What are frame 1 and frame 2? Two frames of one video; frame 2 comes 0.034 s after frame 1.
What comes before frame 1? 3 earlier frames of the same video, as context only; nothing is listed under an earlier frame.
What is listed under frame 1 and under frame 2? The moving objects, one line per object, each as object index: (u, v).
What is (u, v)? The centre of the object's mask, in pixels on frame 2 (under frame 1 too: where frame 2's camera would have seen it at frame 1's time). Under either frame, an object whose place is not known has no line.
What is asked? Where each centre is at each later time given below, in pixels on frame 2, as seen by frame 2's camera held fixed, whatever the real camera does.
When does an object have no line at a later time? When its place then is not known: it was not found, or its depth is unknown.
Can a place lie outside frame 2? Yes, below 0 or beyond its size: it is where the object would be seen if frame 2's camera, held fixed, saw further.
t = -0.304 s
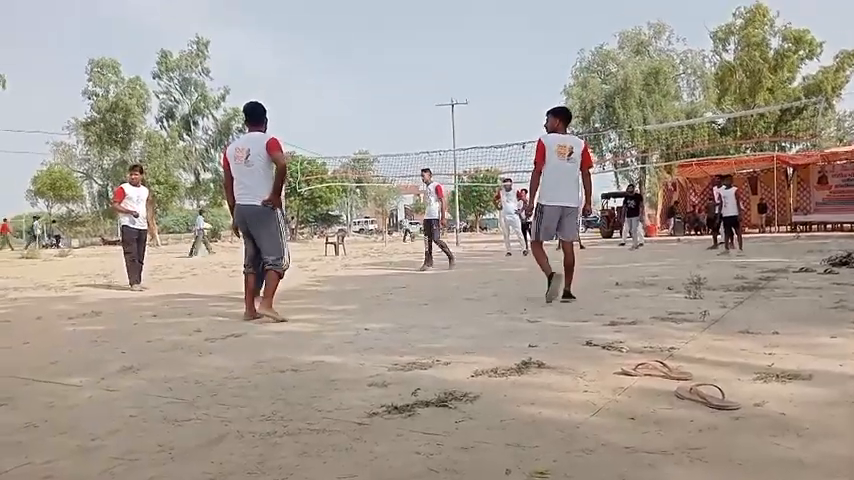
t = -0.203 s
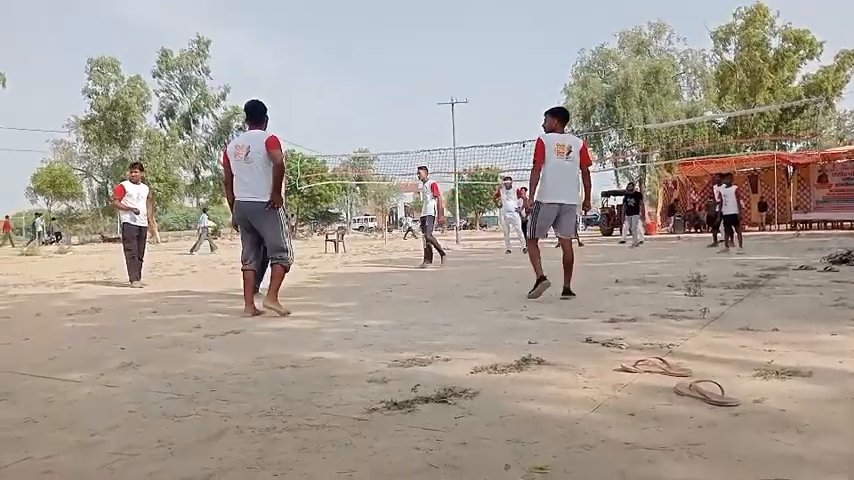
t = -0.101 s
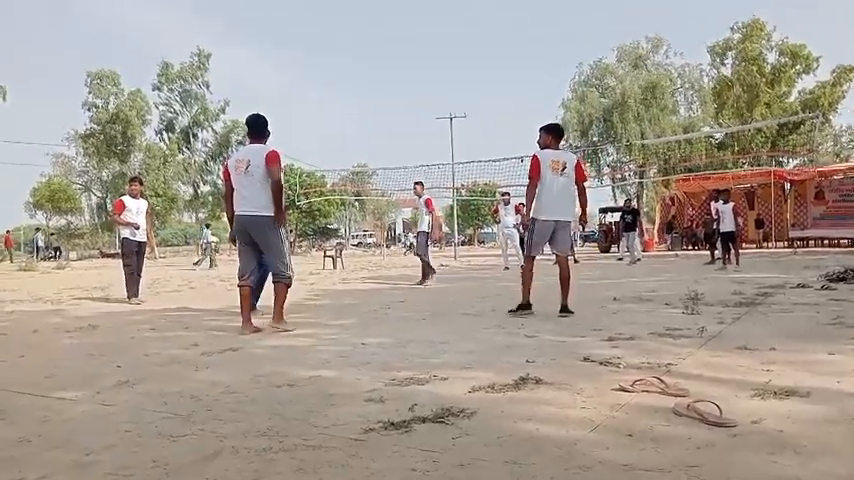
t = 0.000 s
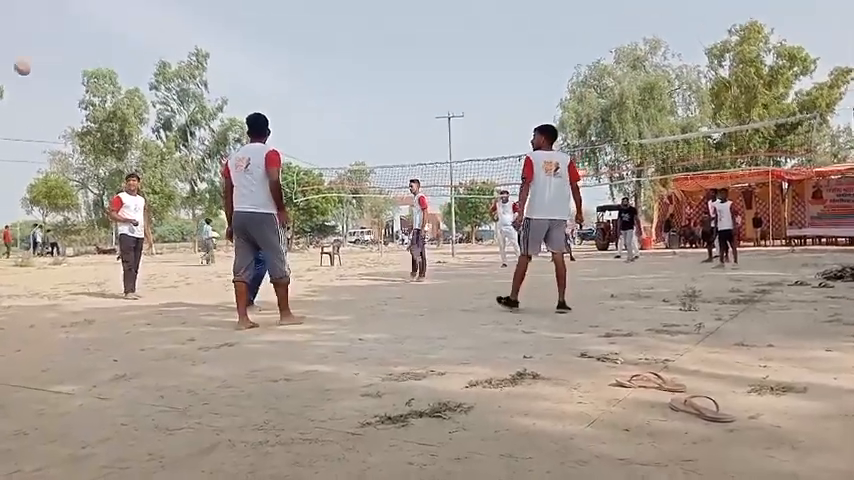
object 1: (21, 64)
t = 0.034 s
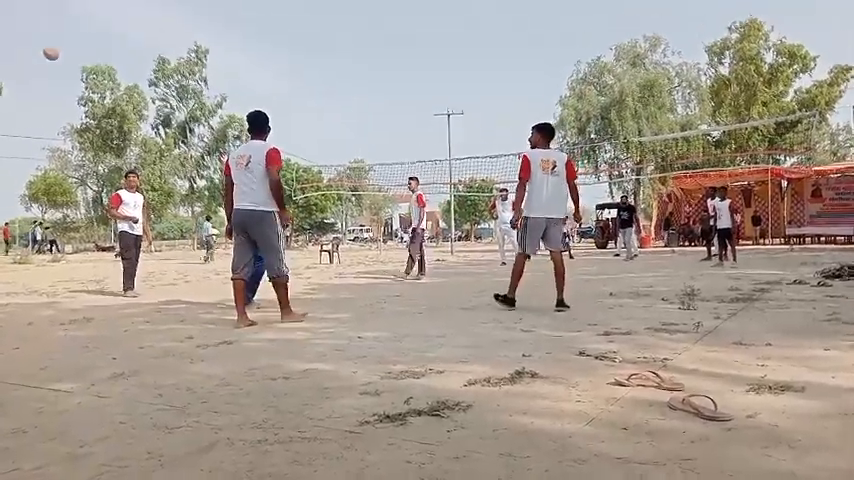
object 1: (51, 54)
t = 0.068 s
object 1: (79, 43)
